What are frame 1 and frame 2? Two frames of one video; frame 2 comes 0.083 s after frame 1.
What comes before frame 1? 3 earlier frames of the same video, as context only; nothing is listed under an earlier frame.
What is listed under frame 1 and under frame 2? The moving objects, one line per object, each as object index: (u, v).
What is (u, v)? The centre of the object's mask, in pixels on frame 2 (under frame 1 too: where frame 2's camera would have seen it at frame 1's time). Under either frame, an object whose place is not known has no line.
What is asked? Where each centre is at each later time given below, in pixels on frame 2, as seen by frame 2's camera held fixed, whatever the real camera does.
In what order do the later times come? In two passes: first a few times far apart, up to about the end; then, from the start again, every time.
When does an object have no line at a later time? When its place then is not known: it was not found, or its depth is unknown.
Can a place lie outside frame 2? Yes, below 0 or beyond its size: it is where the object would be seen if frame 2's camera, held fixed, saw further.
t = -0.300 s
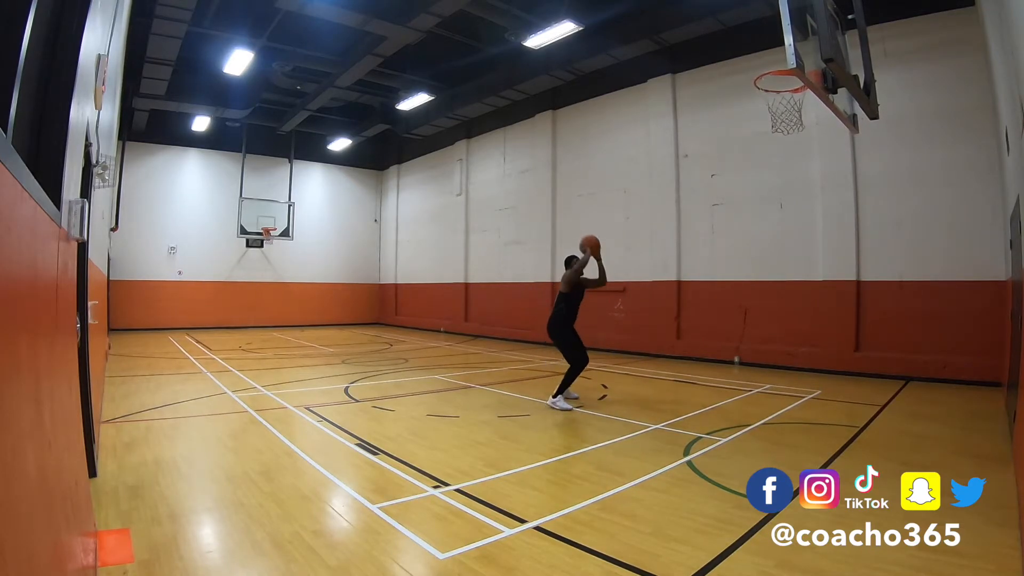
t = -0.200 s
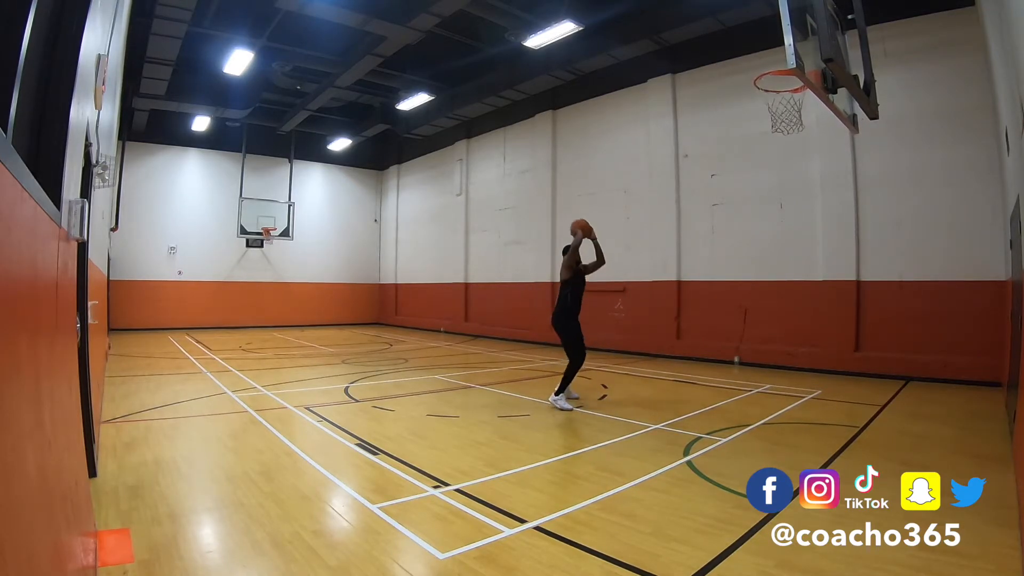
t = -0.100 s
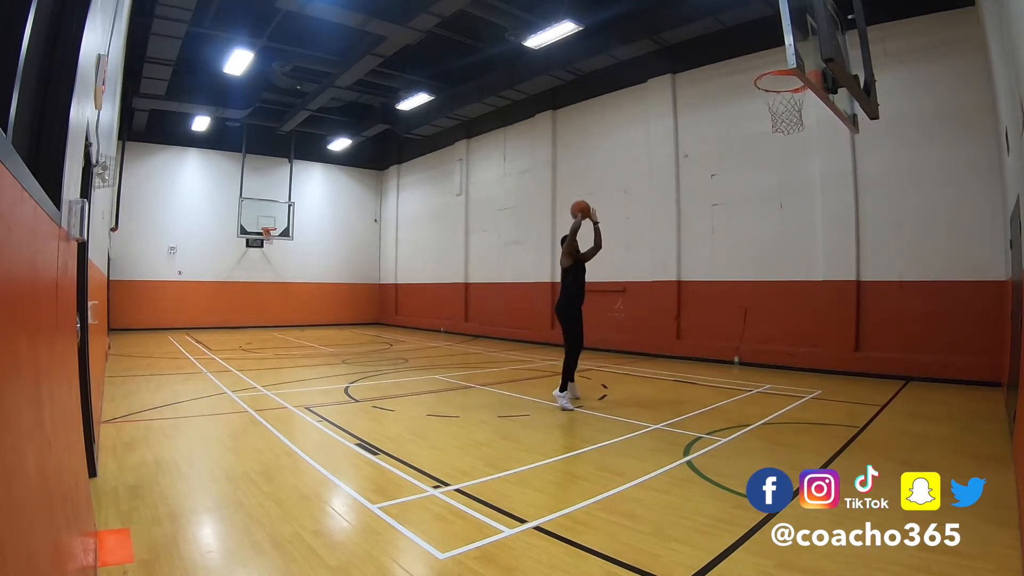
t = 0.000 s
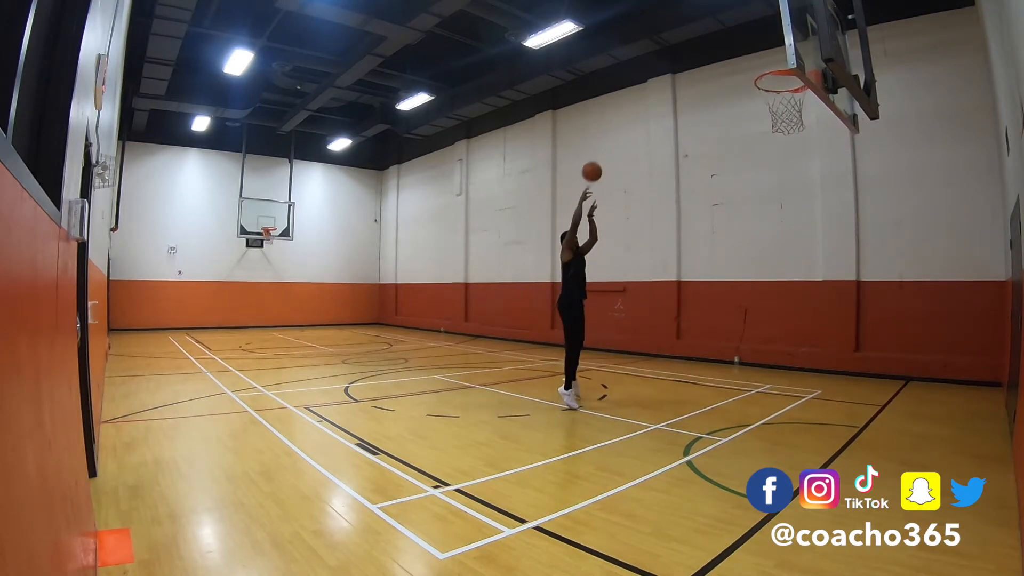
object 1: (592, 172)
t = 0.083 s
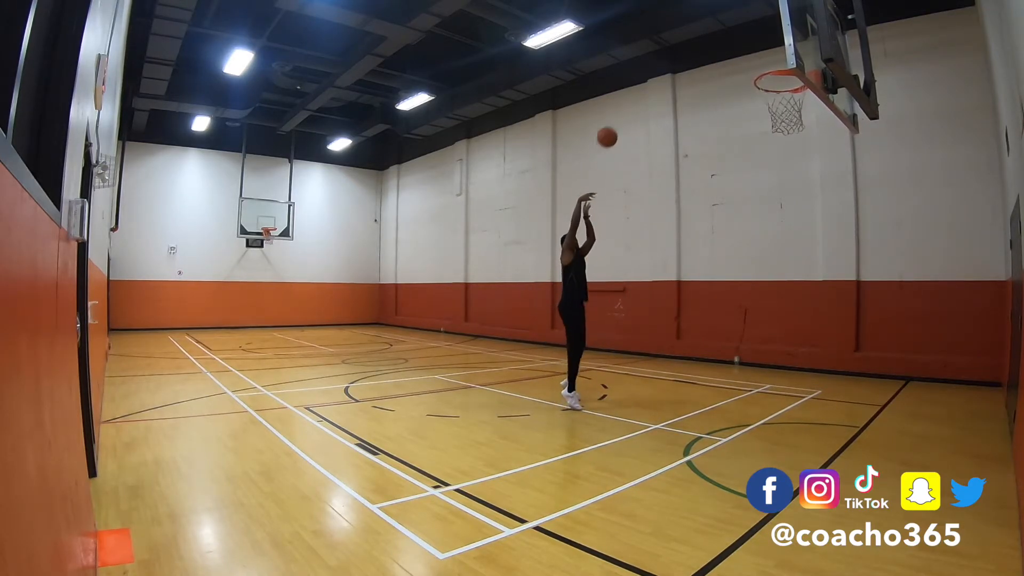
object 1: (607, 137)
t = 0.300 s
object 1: (649, 70)
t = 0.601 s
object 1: (720, 37)
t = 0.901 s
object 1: (777, 86)
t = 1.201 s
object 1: (778, 85)
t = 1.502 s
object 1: (775, 117)
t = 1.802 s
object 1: (798, 202)
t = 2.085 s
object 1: (812, 389)
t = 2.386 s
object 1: (829, 319)
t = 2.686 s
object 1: (843, 258)
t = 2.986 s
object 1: (855, 300)
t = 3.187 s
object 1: (859, 381)
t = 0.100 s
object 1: (610, 131)
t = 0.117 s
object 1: (613, 125)
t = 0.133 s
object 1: (616, 119)
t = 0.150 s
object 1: (620, 113)
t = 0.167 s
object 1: (623, 108)
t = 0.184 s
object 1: (626, 102)
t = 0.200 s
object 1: (629, 97)
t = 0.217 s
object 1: (632, 92)
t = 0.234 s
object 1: (636, 87)
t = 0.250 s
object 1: (639, 82)
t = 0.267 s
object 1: (643, 78)
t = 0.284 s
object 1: (646, 74)
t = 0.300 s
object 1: (649, 70)
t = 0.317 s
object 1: (653, 66)
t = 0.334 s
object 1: (657, 63)
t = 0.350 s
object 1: (660, 60)
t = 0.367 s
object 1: (664, 56)
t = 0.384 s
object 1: (667, 54)
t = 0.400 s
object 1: (671, 51)
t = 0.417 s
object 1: (675, 49)
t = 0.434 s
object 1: (679, 46)
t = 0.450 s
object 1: (683, 44)
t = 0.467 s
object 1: (686, 43)
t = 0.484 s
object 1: (690, 41)
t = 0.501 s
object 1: (695, 40)
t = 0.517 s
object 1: (698, 39)
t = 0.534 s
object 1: (703, 38)
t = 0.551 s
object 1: (707, 38)
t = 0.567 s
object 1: (711, 37)
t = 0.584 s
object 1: (716, 37)
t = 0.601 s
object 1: (720, 37)
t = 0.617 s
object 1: (725, 38)
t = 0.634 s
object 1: (729, 39)
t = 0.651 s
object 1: (734, 40)
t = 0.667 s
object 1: (739, 41)
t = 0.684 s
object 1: (743, 43)
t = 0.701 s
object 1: (748, 45)
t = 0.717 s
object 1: (754, 47)
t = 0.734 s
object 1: (759, 49)
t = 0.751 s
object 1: (764, 52)
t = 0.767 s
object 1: (770, 56)
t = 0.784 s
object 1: (774, 59)
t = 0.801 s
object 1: (778, 60)
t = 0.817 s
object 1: (783, 69)
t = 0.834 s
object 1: (787, 76)
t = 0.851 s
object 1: (785, 79)
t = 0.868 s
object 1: (783, 83)
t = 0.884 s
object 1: (780, 85)
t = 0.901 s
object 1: (777, 86)
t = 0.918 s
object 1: (776, 86)
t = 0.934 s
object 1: (778, 85)
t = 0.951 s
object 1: (779, 82)
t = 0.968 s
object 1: (781, 80)
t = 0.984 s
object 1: (782, 78)
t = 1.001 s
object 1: (783, 76)
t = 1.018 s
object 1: (783, 76)
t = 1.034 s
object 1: (783, 77)
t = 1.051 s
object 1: (783, 78)
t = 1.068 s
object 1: (783, 81)
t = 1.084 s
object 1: (783, 82)
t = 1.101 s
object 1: (783, 84)
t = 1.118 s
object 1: (783, 85)
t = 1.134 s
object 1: (783, 86)
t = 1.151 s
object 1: (782, 86)
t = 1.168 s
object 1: (781, 85)
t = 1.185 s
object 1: (779, 85)
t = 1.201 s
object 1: (778, 85)
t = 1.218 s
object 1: (777, 86)
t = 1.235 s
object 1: (776, 86)
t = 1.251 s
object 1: (775, 86)
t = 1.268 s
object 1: (774, 87)
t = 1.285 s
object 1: (773, 88)
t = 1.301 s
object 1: (772, 90)
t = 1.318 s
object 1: (771, 91)
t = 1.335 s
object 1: (770, 94)
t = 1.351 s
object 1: (770, 96)
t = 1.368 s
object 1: (770, 98)
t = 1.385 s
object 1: (770, 99)
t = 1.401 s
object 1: (771, 101)
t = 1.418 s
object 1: (771, 103)
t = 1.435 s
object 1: (772, 104)
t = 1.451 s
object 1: (772, 106)
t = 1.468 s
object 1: (773, 107)
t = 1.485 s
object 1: (774, 109)
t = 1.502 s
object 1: (775, 117)
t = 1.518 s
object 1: (777, 114)
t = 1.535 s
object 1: (778, 120)
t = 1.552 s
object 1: (779, 122)
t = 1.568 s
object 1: (780, 124)
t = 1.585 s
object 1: (781, 126)
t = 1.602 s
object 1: (782, 130)
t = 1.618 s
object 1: (784, 134)
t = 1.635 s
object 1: (785, 138)
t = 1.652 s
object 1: (786, 143)
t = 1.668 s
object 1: (787, 148)
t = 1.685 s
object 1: (789, 154)
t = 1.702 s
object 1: (790, 160)
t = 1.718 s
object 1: (791, 166)
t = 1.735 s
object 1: (793, 172)
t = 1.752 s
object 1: (794, 180)
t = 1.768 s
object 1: (796, 187)
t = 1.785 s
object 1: (797, 195)
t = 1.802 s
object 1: (798, 202)
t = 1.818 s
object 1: (799, 211)
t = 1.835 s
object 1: (800, 220)
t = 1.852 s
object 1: (802, 229)
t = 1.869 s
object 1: (803, 238)
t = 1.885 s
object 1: (804, 248)
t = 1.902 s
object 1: (805, 258)
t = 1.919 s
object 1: (806, 268)
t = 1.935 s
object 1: (807, 279)
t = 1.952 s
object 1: (808, 290)
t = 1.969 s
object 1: (809, 301)
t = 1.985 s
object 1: (809, 313)
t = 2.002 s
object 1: (810, 325)
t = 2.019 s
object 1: (812, 337)
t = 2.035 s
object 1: (813, 347)
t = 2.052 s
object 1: (812, 362)
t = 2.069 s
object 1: (812, 375)
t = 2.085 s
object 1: (812, 389)
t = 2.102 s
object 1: (812, 403)
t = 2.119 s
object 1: (812, 416)
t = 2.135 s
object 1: (812, 430)
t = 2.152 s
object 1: (812, 440)
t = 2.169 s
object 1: (814, 429)
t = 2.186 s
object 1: (815, 419)
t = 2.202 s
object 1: (817, 408)
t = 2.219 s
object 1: (818, 399)
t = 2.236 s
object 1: (820, 390)
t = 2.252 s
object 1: (821, 380)
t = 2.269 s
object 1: (822, 371)
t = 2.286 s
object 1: (823, 363)
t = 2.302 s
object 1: (825, 354)
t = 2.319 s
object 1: (826, 346)
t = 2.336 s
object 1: (827, 339)
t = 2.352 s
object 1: (828, 332)
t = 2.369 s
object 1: (829, 325)
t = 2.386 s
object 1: (829, 319)
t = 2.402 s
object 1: (831, 313)
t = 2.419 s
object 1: (831, 306)
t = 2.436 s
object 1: (832, 301)
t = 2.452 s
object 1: (833, 295)
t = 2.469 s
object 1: (834, 290)
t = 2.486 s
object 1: (834, 286)
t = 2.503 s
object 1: (835, 282)
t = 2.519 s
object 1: (836, 278)
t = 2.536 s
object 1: (836, 274)
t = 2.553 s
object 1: (837, 271)
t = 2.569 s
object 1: (838, 268)
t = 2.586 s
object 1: (838, 266)
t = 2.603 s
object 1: (839, 264)
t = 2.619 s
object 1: (840, 262)
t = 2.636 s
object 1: (840, 260)
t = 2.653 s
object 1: (841, 259)
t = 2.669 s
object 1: (842, 258)
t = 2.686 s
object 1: (843, 258)
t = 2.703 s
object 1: (843, 257)
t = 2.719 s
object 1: (844, 257)
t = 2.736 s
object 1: (845, 258)
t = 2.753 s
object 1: (845, 258)
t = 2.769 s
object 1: (846, 259)
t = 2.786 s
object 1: (847, 261)
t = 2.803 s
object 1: (847, 262)
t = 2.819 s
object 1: (848, 264)
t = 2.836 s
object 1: (849, 266)
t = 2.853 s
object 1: (850, 268)
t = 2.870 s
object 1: (850, 271)
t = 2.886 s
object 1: (851, 275)
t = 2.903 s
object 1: (852, 278)
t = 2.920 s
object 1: (853, 282)
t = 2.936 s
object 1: (853, 286)
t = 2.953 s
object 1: (854, 290)
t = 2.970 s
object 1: (854, 294)
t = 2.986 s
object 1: (855, 300)
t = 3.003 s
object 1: (856, 304)
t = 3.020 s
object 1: (857, 310)
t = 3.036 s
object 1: (857, 316)
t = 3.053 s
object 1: (858, 322)
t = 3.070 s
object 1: (858, 329)
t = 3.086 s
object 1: (858, 336)
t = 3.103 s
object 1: (859, 342)
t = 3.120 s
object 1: (860, 349)
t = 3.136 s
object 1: (860, 357)
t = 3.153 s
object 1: (860, 365)
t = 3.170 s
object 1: (859, 373)
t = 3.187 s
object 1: (859, 381)
